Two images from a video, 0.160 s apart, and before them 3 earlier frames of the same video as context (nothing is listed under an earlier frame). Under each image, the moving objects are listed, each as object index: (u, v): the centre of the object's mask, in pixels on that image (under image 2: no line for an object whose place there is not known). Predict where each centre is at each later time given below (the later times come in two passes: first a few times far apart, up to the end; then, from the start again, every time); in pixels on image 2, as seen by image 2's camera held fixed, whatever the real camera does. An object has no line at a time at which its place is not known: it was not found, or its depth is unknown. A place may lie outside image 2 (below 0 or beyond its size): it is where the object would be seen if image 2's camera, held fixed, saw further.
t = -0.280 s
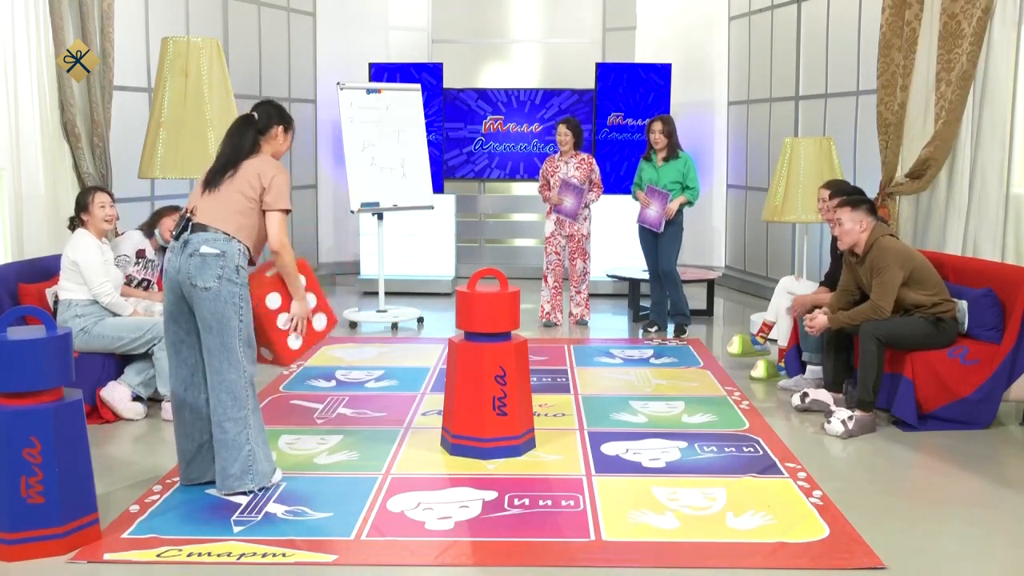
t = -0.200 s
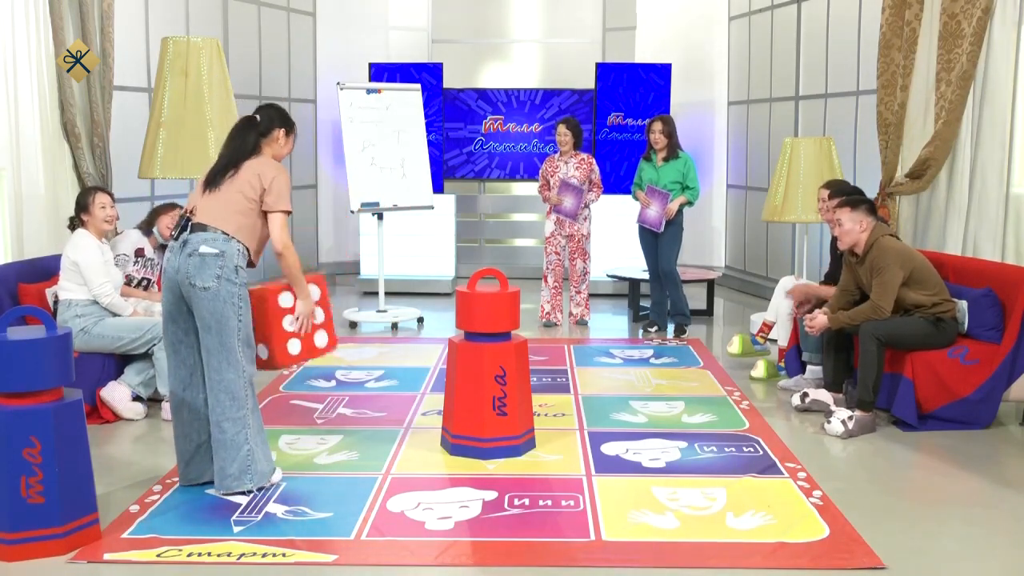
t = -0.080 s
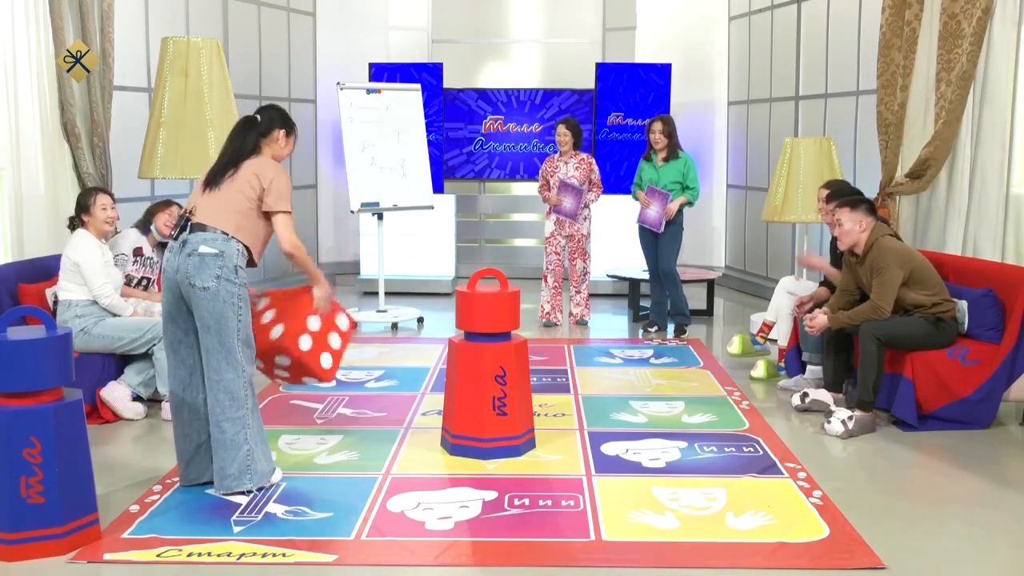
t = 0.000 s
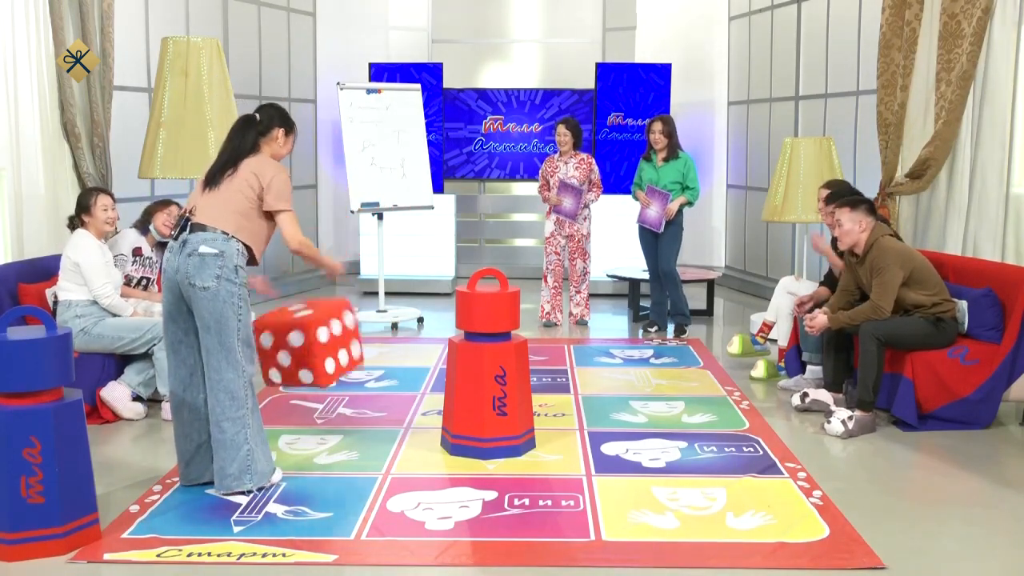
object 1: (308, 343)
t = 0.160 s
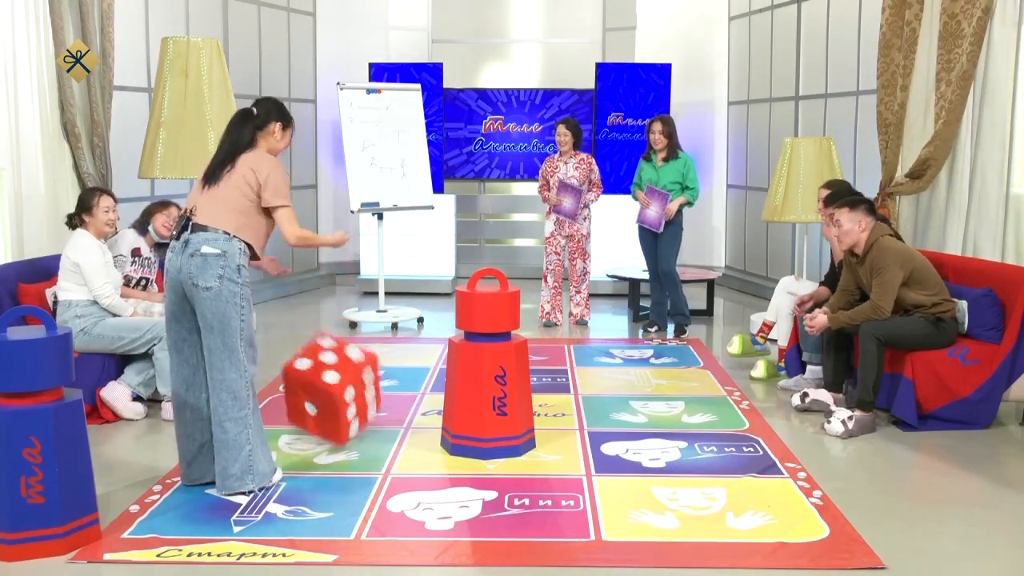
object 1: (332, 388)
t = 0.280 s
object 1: (340, 397)
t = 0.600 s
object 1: (347, 382)
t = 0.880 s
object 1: (374, 367)
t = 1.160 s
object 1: (406, 371)
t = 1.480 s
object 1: (409, 370)
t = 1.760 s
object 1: (410, 372)
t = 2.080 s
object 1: (410, 373)
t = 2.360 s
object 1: (410, 373)
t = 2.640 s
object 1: (410, 373)
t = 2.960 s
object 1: (410, 373)
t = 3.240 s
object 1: (410, 373)
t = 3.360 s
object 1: (410, 373)
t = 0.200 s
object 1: (337, 407)
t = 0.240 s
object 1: (339, 406)
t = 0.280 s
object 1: (340, 397)
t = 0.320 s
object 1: (340, 390)
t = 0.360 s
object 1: (339, 383)
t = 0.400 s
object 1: (339, 381)
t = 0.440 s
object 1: (339, 381)
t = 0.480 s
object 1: (340, 383)
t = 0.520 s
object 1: (341, 387)
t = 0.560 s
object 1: (343, 386)
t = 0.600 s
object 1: (347, 382)
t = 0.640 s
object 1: (351, 379)
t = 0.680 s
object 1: (355, 375)
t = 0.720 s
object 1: (359, 371)
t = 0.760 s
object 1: (363, 368)
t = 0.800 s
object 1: (366, 367)
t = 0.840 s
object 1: (370, 367)
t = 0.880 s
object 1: (374, 367)
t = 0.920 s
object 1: (378, 367)
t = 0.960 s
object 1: (382, 368)
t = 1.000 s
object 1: (387, 369)
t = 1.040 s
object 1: (392, 370)
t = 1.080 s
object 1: (397, 370)
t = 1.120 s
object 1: (402, 370)
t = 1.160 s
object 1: (406, 371)
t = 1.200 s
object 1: (407, 371)
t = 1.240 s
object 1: (408, 369)
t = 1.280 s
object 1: (409, 369)
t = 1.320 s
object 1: (409, 368)
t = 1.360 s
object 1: (409, 367)
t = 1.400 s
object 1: (409, 367)
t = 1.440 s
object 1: (409, 368)
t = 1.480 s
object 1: (409, 370)
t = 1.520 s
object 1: (410, 372)
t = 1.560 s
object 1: (410, 372)
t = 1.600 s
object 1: (410, 373)
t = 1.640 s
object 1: (409, 373)
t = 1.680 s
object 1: (410, 373)
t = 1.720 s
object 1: (410, 373)
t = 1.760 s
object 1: (410, 372)
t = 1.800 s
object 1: (410, 373)
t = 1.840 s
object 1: (410, 373)
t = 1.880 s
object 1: (410, 373)
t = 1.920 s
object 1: (410, 373)
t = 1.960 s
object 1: (410, 373)
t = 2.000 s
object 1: (410, 373)
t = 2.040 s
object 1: (410, 373)
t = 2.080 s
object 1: (410, 373)
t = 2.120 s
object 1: (410, 373)
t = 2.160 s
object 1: (410, 373)
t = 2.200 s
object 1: (410, 373)
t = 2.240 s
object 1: (410, 373)
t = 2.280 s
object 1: (410, 373)
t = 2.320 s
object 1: (410, 373)
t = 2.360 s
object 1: (410, 373)
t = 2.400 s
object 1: (410, 373)
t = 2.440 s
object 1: (410, 373)
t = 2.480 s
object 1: (410, 373)
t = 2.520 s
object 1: (410, 373)
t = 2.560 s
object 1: (410, 373)
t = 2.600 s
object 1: (410, 373)
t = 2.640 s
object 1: (410, 373)
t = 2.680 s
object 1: (410, 373)
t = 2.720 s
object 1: (410, 373)
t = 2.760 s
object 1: (410, 373)
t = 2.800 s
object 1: (410, 373)
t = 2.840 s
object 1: (410, 373)
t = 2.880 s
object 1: (410, 373)
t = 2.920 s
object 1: (410, 373)
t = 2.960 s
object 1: (410, 373)
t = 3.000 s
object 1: (410, 373)
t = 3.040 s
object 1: (410, 373)
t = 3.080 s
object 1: (410, 373)
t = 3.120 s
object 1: (410, 373)
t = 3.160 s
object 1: (410, 373)
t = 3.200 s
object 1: (410, 373)
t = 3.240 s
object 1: (410, 373)
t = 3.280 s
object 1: (410, 373)
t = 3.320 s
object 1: (410, 373)
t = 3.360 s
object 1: (410, 373)
